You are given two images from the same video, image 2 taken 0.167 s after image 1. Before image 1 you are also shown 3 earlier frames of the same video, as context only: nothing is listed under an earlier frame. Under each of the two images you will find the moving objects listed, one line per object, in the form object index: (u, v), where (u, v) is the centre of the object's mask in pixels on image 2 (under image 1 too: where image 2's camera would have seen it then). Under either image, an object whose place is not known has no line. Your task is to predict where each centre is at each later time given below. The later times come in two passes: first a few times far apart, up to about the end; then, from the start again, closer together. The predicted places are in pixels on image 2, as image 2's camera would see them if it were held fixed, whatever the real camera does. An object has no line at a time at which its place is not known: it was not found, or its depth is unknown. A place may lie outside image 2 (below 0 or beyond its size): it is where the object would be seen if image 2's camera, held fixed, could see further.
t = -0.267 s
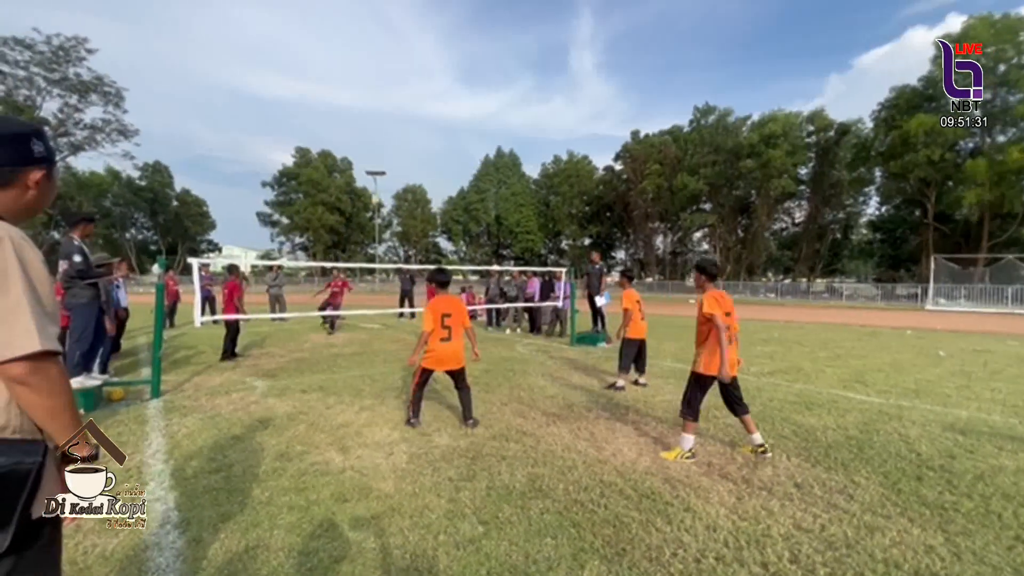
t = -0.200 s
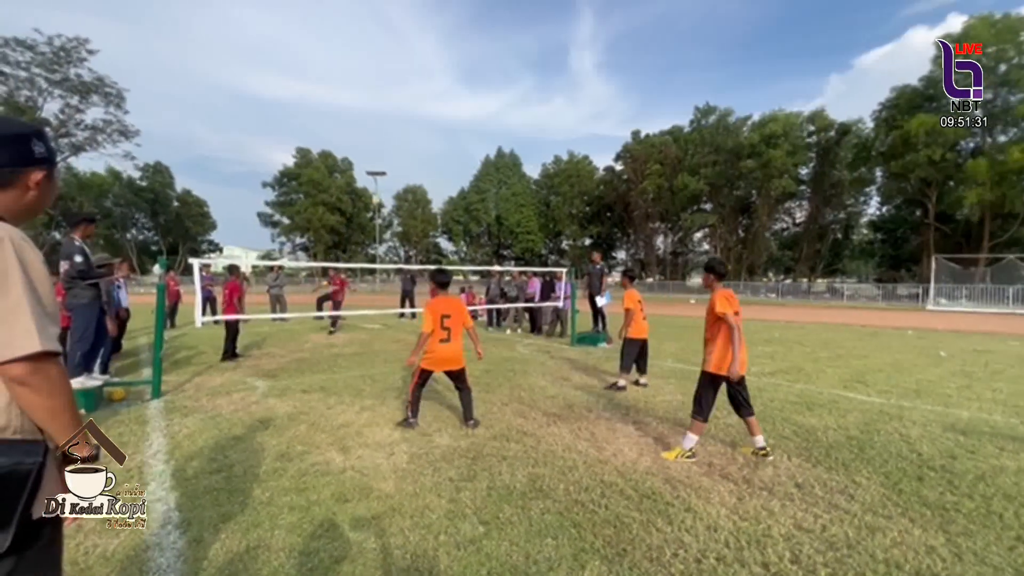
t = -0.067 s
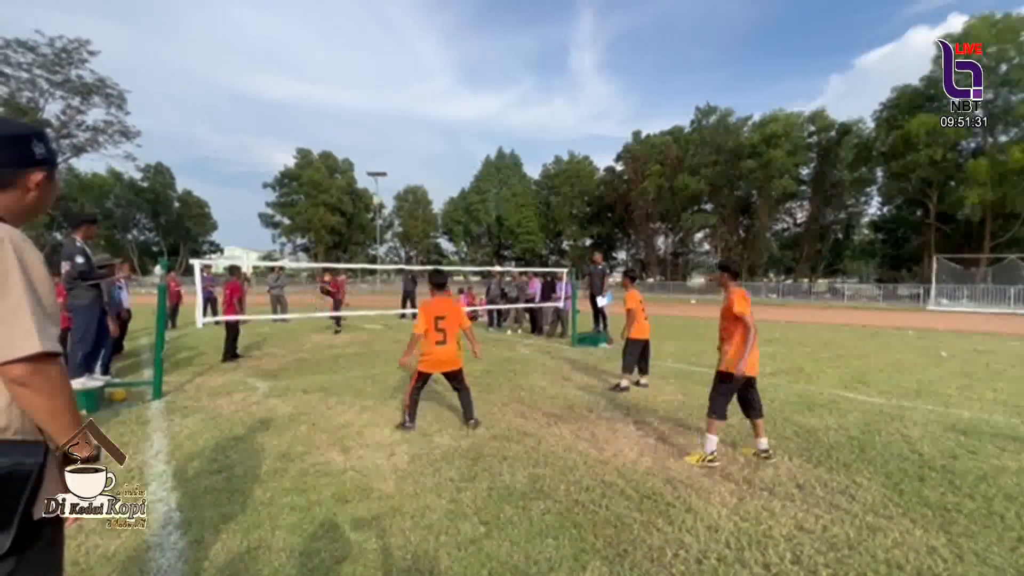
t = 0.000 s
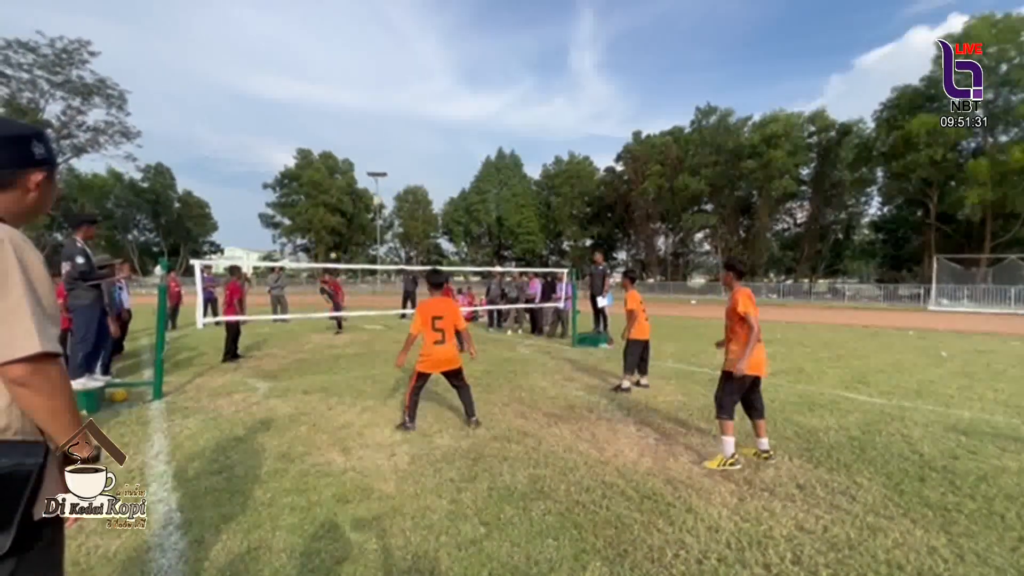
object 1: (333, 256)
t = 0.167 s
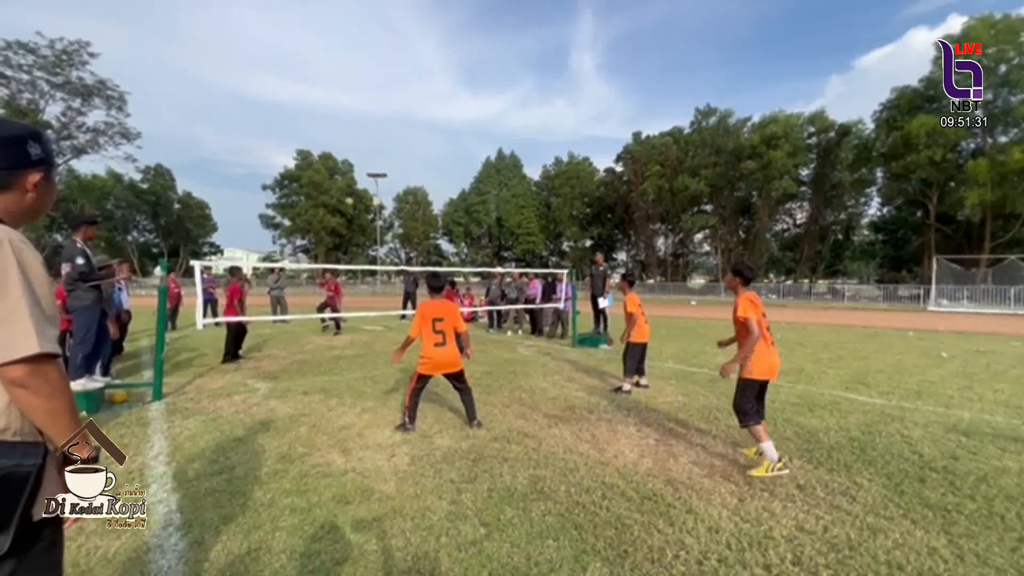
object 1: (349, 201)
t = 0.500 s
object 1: (395, 109)
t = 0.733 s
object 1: (441, 67)
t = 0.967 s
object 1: (507, 59)
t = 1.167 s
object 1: (593, 105)
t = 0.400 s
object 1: (381, 134)
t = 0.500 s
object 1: (395, 109)
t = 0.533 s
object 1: (401, 101)
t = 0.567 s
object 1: (407, 94)
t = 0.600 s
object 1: (413, 88)
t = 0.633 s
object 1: (419, 81)
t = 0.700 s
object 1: (433, 71)
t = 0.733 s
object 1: (441, 67)
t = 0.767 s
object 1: (449, 63)
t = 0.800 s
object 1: (457, 60)
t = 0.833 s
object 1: (466, 58)
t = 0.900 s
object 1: (485, 57)
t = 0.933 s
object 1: (496, 57)
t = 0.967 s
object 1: (507, 59)
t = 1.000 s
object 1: (519, 63)
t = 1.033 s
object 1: (532, 68)
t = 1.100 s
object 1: (561, 82)
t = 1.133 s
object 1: (576, 93)
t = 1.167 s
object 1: (593, 105)
